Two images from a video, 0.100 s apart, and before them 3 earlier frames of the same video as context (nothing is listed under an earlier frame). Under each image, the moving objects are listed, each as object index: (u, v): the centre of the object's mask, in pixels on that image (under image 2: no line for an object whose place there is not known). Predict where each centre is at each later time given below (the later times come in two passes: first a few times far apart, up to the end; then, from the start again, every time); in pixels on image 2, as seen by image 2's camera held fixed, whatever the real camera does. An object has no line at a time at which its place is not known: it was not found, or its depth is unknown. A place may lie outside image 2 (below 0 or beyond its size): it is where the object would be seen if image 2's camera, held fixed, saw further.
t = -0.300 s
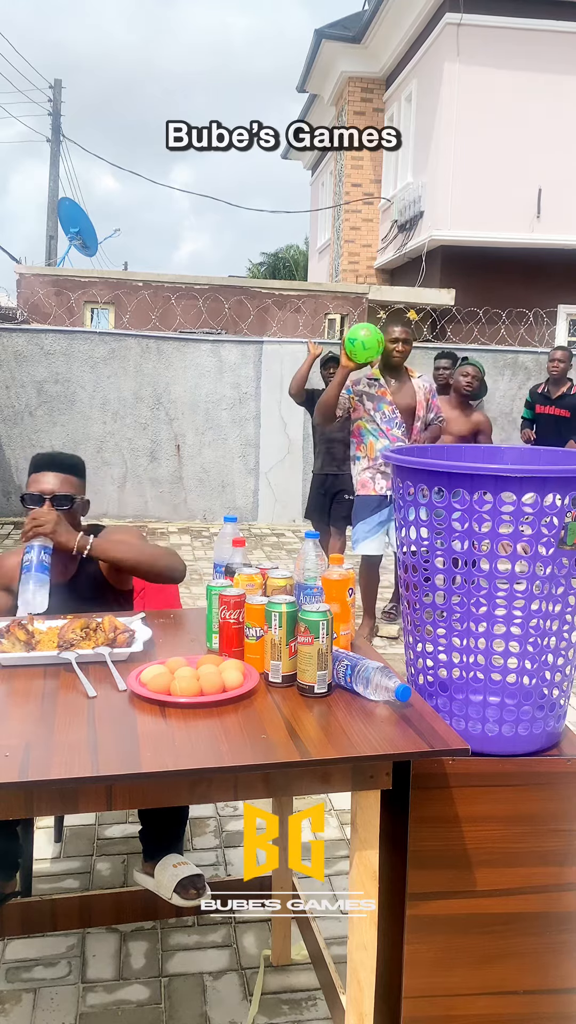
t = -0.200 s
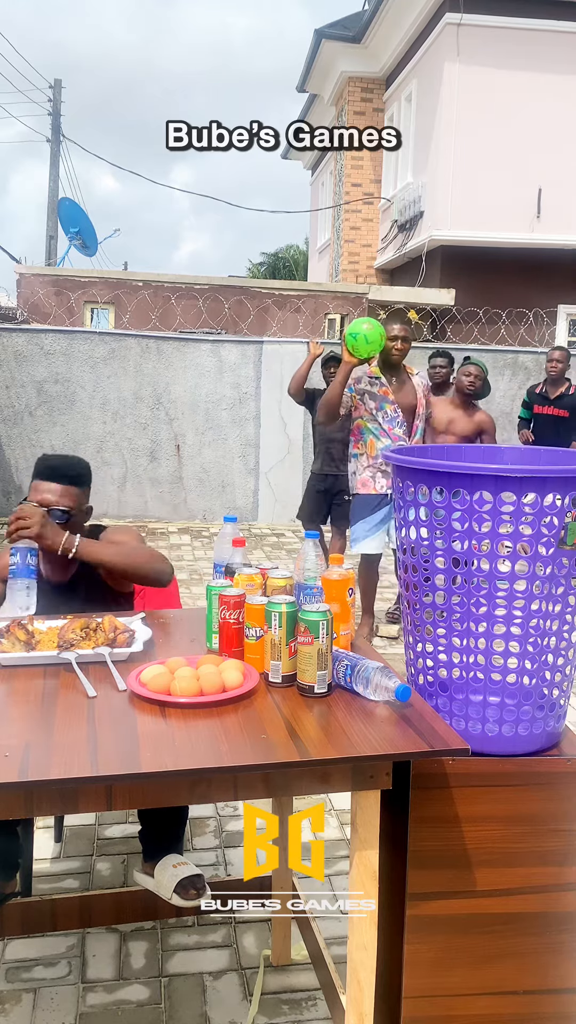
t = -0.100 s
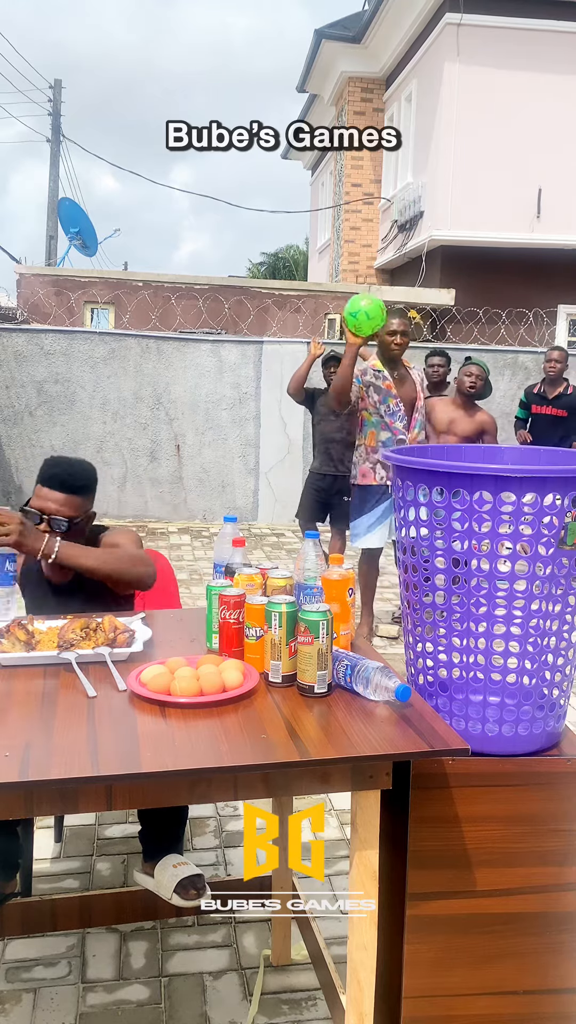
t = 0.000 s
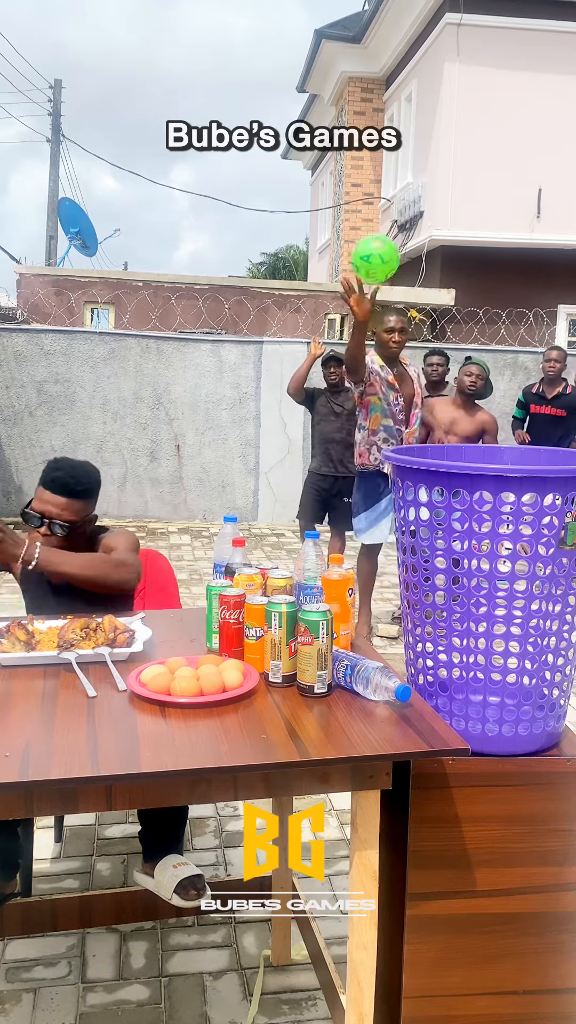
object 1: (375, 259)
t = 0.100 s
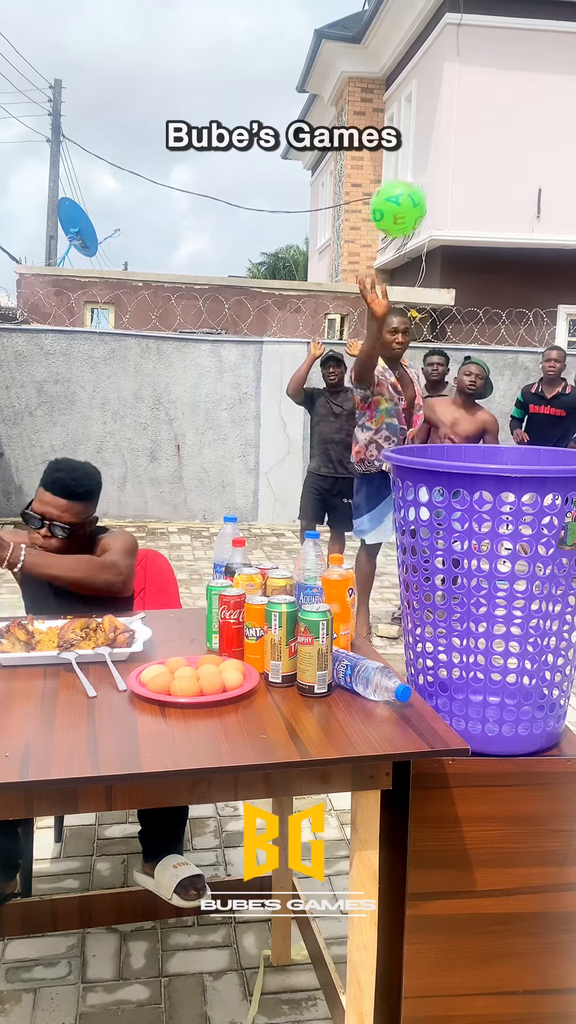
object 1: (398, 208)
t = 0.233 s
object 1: (436, 185)
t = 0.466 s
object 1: (544, 238)
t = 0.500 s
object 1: (552, 265)
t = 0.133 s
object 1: (406, 199)
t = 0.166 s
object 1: (415, 193)
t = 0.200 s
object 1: (424, 188)
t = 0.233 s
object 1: (436, 185)
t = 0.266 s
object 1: (449, 184)
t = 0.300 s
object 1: (464, 184)
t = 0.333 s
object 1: (480, 188)
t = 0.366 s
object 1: (497, 194)
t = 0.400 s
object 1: (515, 204)
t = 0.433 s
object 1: (533, 217)
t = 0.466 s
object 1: (544, 238)
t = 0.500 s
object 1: (552, 265)
